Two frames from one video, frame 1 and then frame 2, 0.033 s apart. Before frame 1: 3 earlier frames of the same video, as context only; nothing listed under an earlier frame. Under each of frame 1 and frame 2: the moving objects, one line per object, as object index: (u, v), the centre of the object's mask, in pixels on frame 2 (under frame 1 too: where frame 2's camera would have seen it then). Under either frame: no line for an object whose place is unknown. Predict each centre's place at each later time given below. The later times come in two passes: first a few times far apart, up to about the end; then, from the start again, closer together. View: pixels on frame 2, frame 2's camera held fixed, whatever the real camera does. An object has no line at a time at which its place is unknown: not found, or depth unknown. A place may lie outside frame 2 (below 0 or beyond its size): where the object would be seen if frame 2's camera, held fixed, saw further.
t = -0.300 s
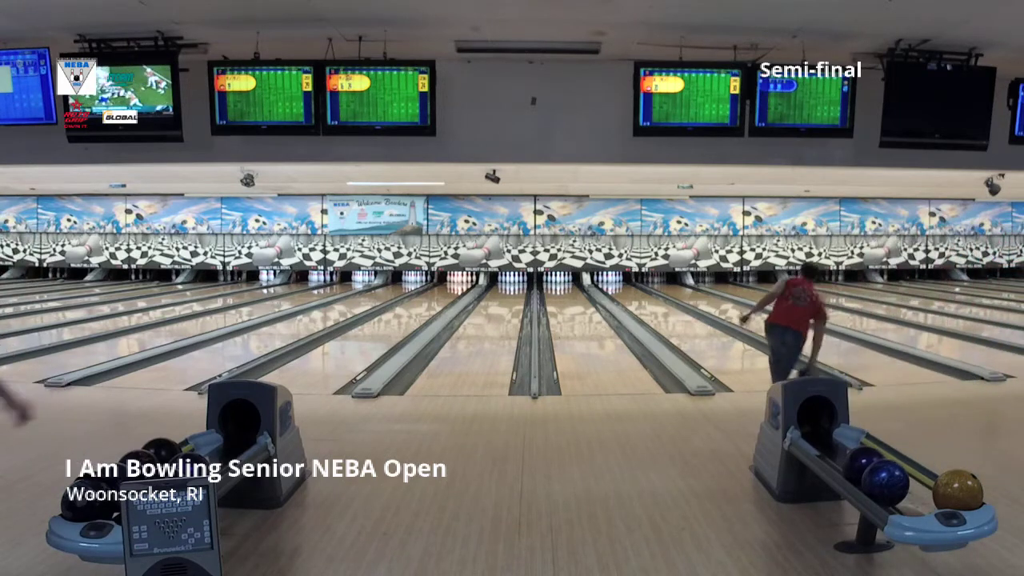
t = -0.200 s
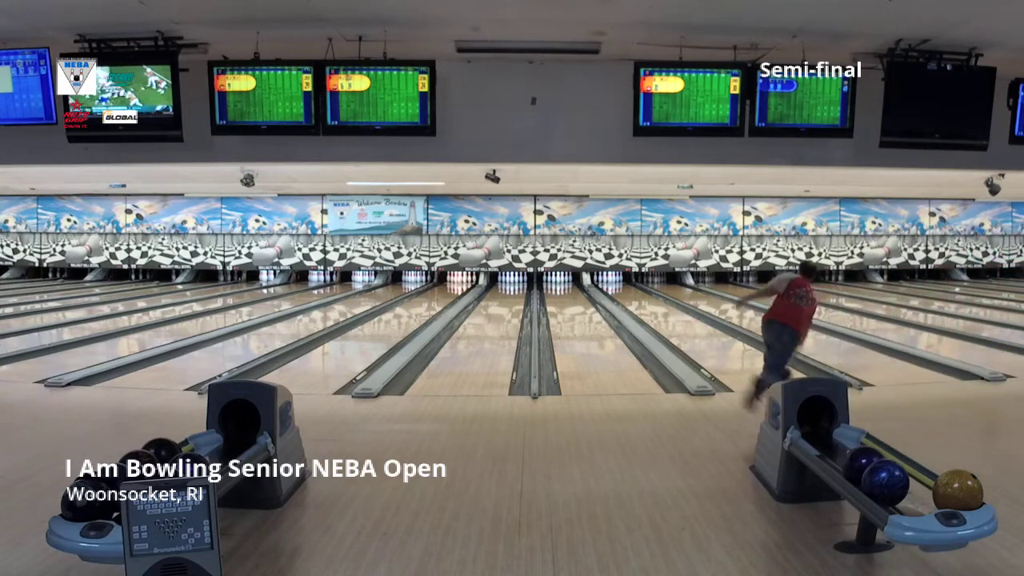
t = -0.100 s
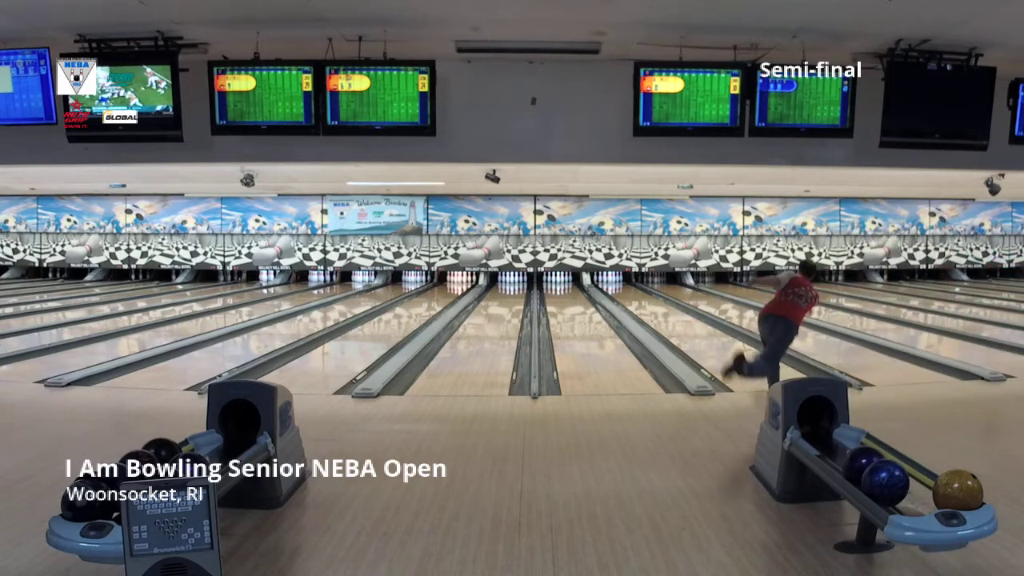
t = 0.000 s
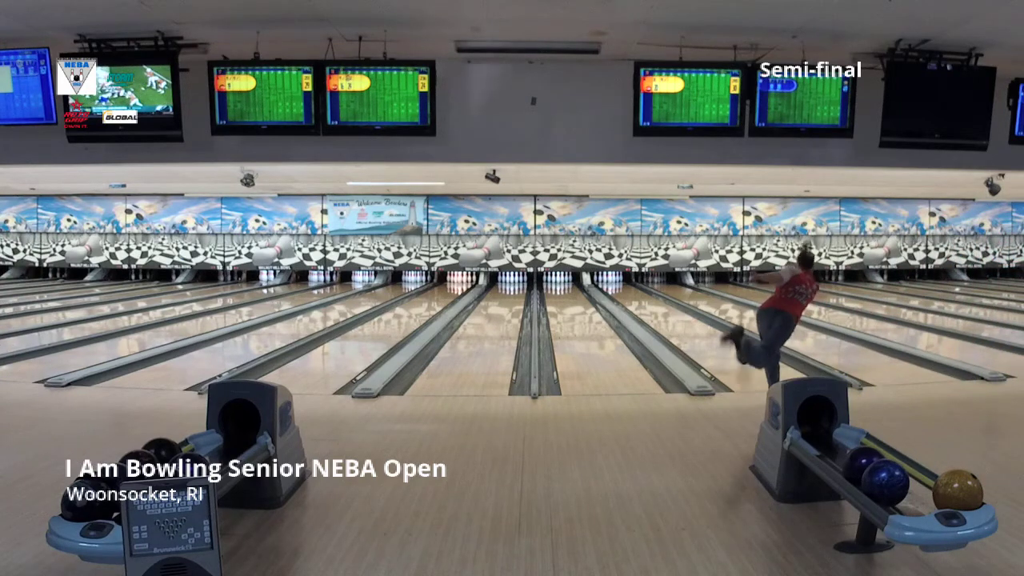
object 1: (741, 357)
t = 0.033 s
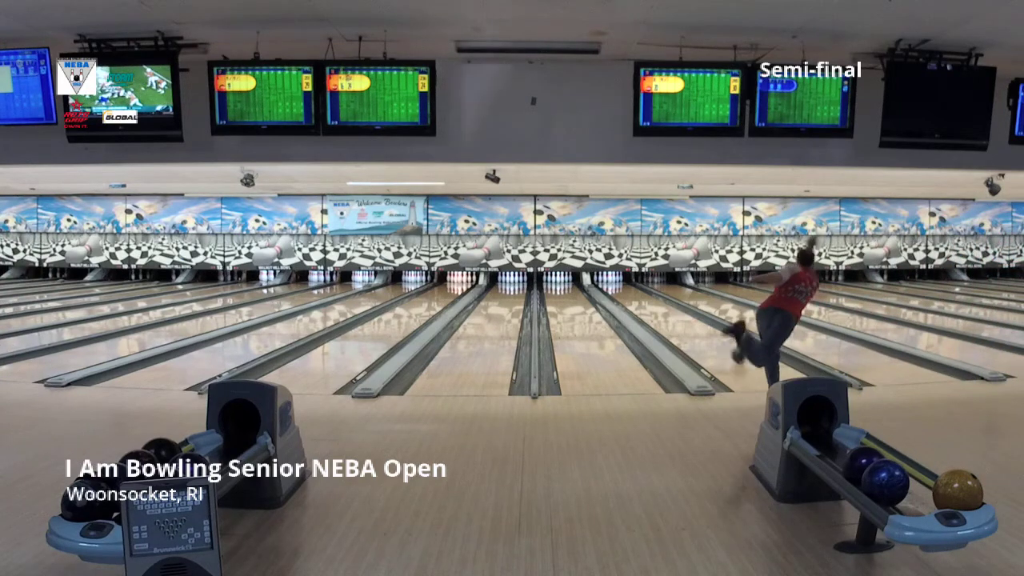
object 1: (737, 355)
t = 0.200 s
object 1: (717, 339)
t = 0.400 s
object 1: (697, 326)
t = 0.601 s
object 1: (681, 316)
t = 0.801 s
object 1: (669, 308)
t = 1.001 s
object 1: (658, 302)
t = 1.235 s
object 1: (648, 296)
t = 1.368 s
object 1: (642, 292)
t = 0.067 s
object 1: (733, 351)
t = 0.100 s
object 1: (729, 348)
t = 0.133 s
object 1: (725, 345)
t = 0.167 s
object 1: (721, 342)
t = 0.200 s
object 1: (717, 339)
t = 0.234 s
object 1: (713, 337)
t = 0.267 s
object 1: (709, 335)
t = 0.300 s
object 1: (706, 332)
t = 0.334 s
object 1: (703, 330)
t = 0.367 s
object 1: (700, 328)
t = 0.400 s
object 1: (697, 326)
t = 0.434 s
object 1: (694, 324)
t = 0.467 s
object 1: (691, 322)
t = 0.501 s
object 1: (689, 321)
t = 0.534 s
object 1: (686, 319)
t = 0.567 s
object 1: (684, 317)
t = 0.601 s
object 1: (681, 316)
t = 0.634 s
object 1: (679, 315)
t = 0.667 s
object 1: (677, 313)
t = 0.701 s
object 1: (675, 312)
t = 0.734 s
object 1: (673, 310)
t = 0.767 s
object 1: (670, 309)
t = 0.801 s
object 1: (669, 308)
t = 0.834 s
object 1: (667, 307)
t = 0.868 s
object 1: (665, 306)
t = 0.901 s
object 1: (663, 304)
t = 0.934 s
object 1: (661, 303)
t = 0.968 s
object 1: (660, 303)
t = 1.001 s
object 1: (658, 302)
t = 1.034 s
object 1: (656, 301)
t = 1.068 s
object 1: (655, 299)
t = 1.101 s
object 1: (654, 299)
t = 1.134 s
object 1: (652, 297)
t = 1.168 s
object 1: (651, 297)
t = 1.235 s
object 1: (648, 296)
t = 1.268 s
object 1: (647, 295)
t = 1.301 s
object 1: (645, 294)
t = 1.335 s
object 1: (644, 293)
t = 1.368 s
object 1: (642, 292)
